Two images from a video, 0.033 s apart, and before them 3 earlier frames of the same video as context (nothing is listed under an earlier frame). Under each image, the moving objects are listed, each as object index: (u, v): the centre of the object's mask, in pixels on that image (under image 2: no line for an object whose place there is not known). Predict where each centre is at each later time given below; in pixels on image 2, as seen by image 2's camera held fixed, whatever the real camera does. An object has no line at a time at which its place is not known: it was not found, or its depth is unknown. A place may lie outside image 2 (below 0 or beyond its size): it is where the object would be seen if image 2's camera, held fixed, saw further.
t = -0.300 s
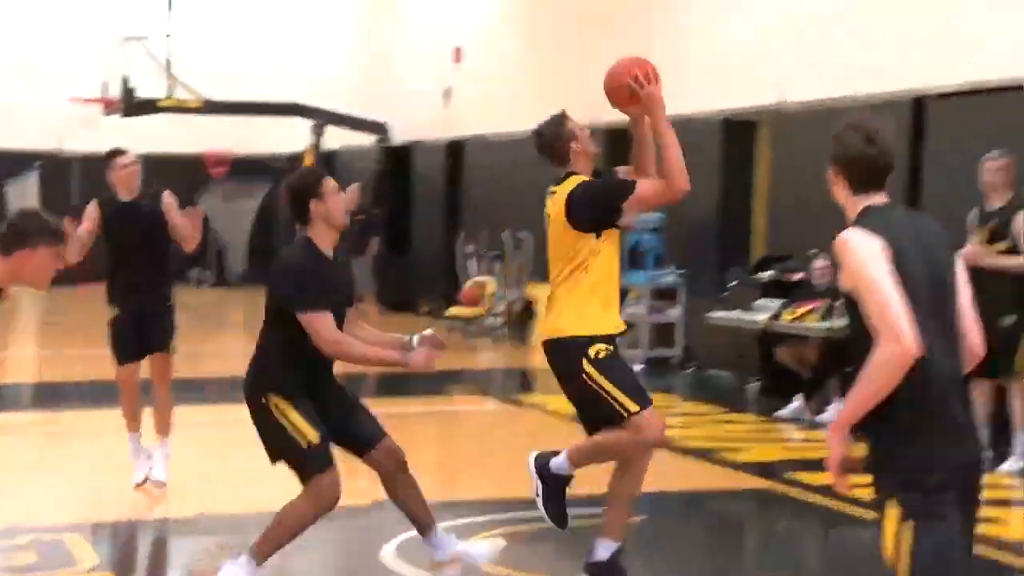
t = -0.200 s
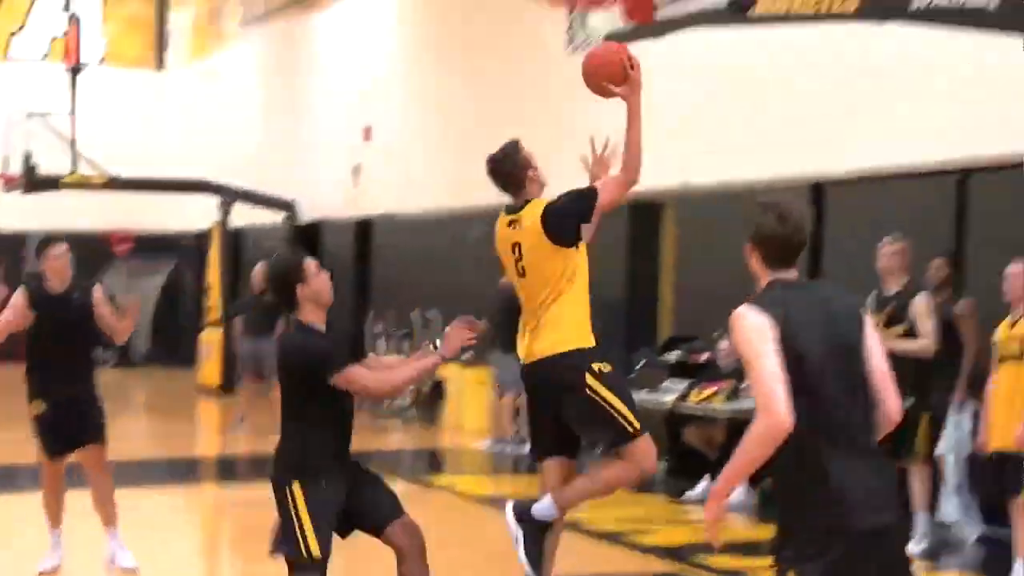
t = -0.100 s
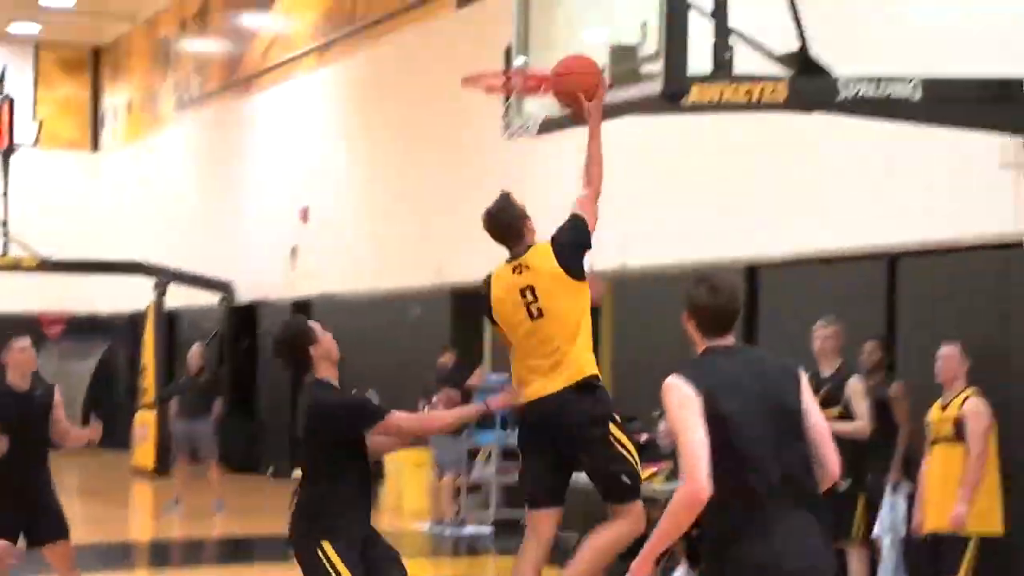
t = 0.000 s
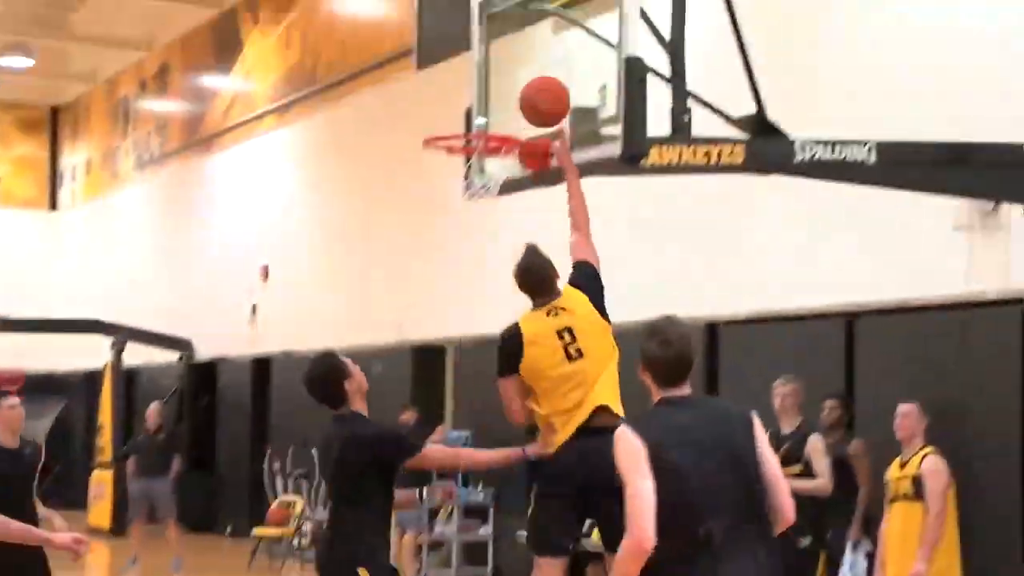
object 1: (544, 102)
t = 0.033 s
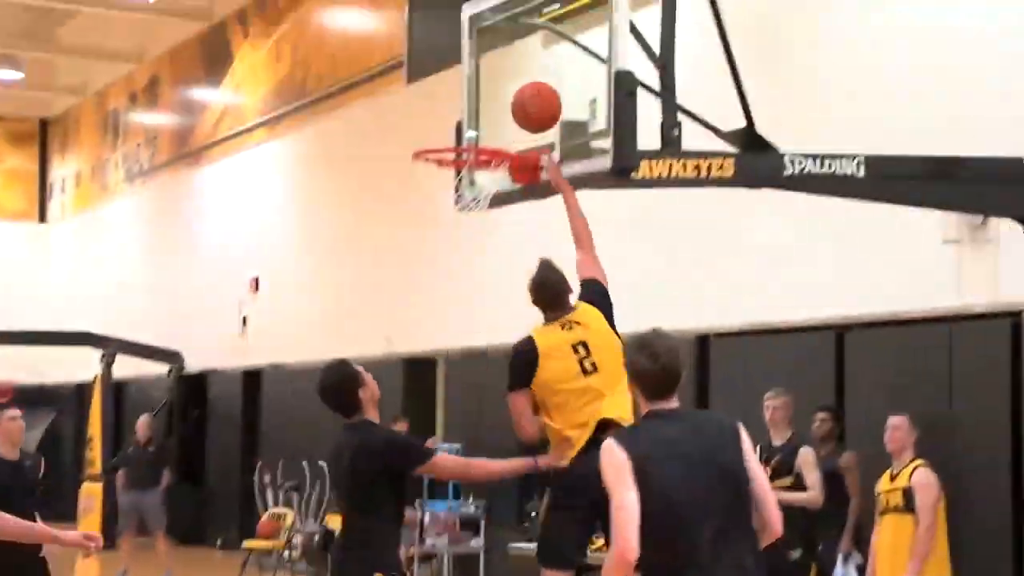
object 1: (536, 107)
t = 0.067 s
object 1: (537, 100)
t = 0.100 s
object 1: (538, 95)
